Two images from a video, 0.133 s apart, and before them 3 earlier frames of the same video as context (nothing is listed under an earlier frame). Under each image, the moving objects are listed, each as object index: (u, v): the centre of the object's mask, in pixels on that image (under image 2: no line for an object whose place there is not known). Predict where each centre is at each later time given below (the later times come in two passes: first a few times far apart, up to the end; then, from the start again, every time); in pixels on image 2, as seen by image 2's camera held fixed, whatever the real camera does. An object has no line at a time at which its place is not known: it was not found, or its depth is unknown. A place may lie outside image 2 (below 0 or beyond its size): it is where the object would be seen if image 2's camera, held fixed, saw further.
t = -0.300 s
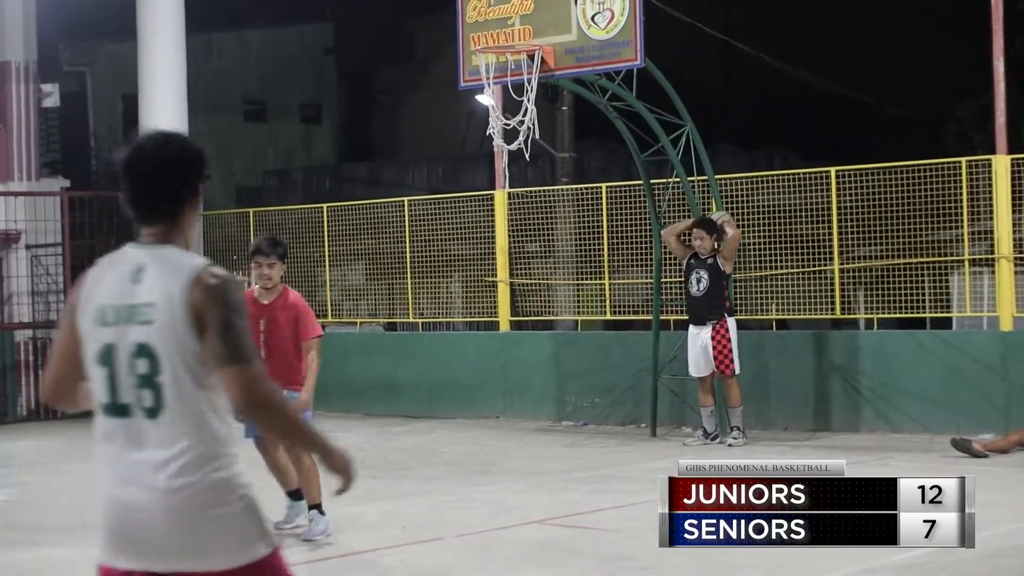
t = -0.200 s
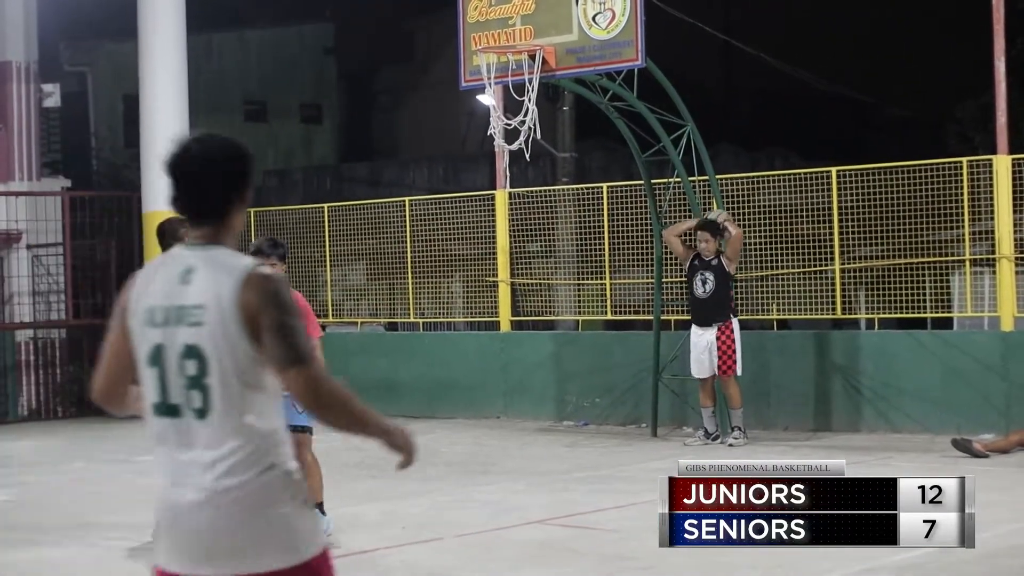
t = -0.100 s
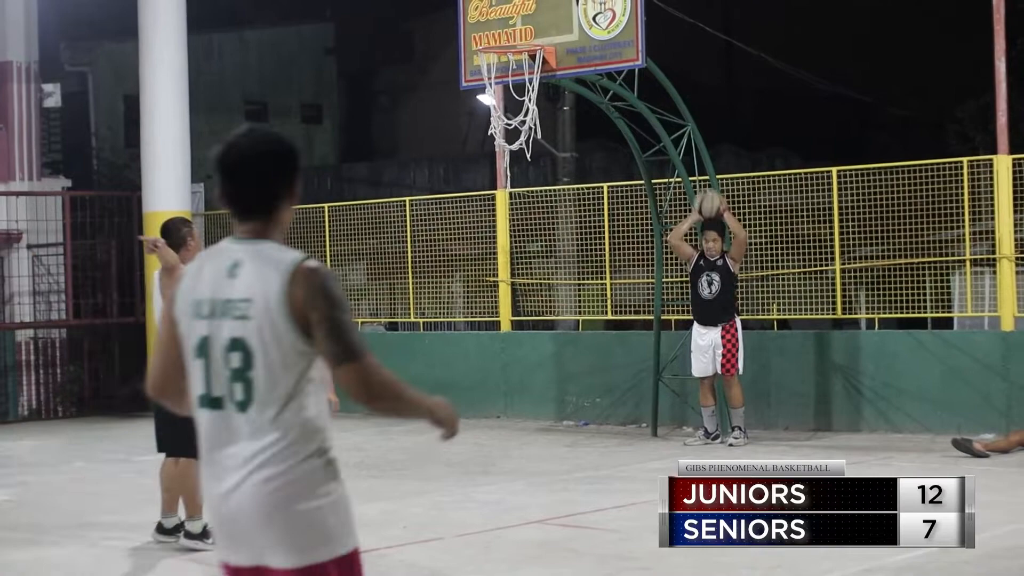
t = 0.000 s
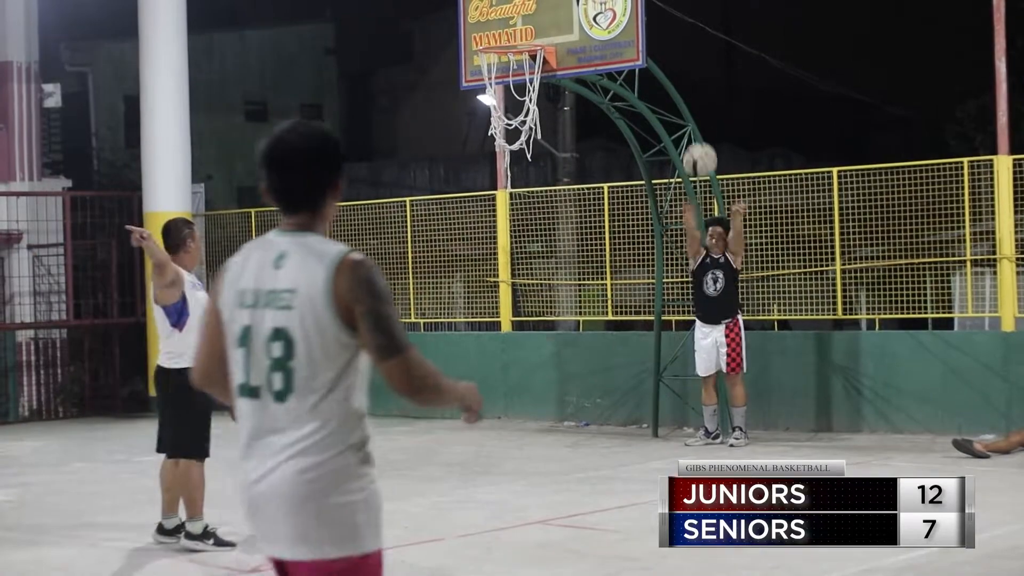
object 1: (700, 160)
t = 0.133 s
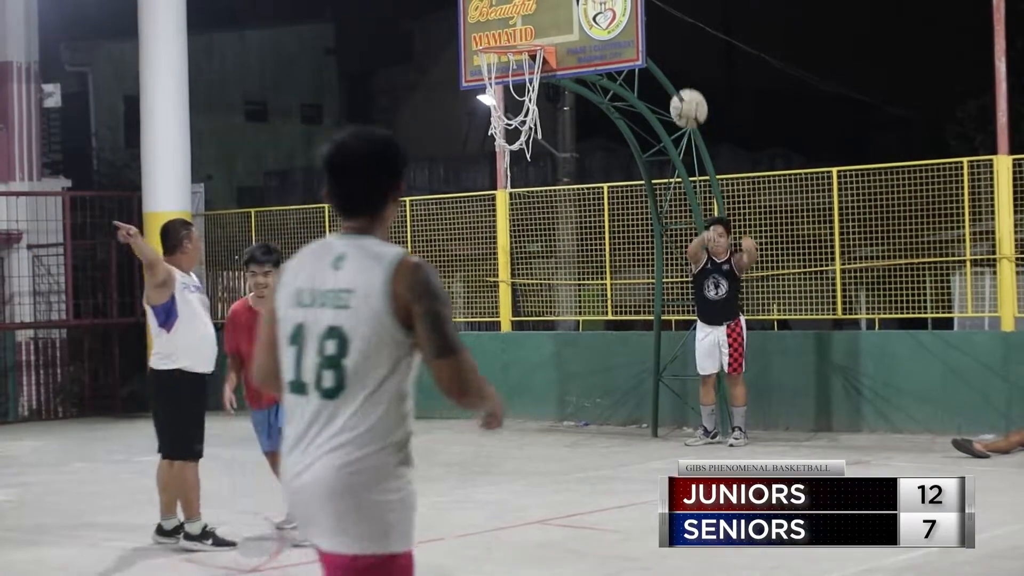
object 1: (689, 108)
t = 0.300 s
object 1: (673, 73)
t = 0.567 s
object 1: (644, 119)
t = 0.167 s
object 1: (686, 98)
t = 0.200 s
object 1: (683, 90)
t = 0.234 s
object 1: (679, 82)
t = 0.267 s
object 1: (676, 77)
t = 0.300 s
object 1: (673, 73)
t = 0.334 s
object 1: (670, 71)
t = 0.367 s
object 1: (666, 70)
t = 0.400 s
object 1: (663, 72)
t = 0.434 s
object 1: (659, 75)
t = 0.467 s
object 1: (655, 82)
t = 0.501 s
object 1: (652, 91)
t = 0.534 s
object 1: (648, 104)
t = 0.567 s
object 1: (644, 119)
